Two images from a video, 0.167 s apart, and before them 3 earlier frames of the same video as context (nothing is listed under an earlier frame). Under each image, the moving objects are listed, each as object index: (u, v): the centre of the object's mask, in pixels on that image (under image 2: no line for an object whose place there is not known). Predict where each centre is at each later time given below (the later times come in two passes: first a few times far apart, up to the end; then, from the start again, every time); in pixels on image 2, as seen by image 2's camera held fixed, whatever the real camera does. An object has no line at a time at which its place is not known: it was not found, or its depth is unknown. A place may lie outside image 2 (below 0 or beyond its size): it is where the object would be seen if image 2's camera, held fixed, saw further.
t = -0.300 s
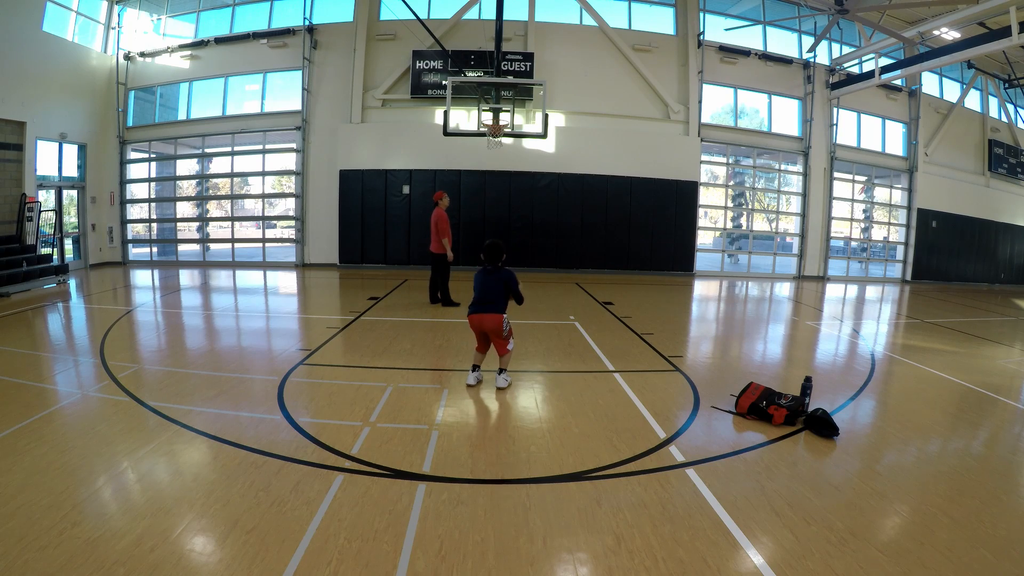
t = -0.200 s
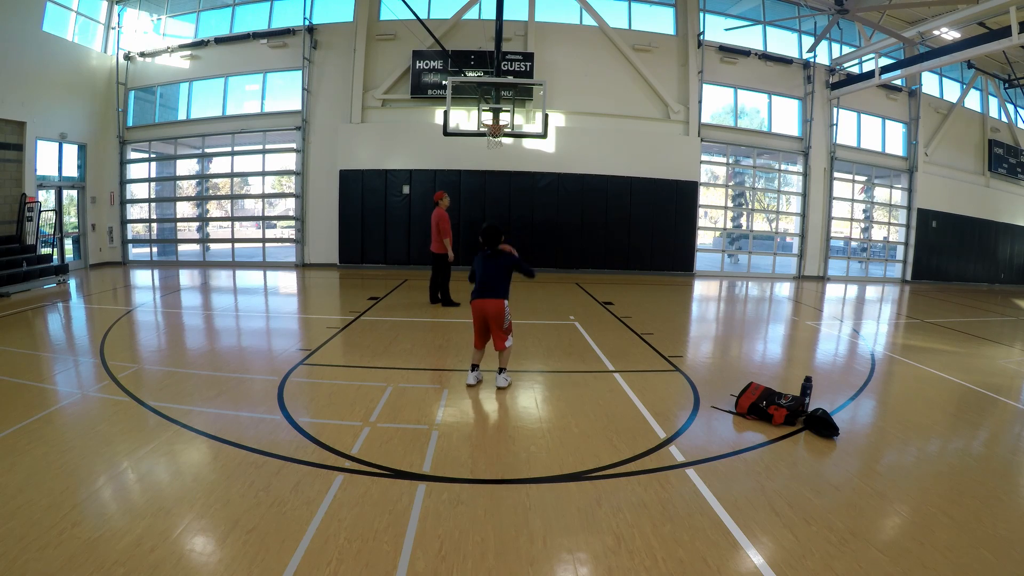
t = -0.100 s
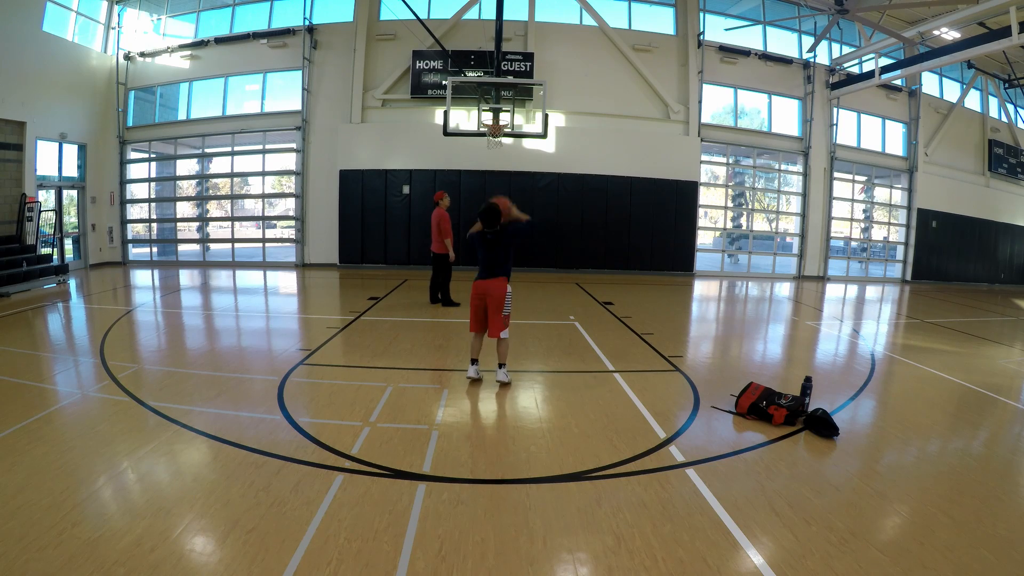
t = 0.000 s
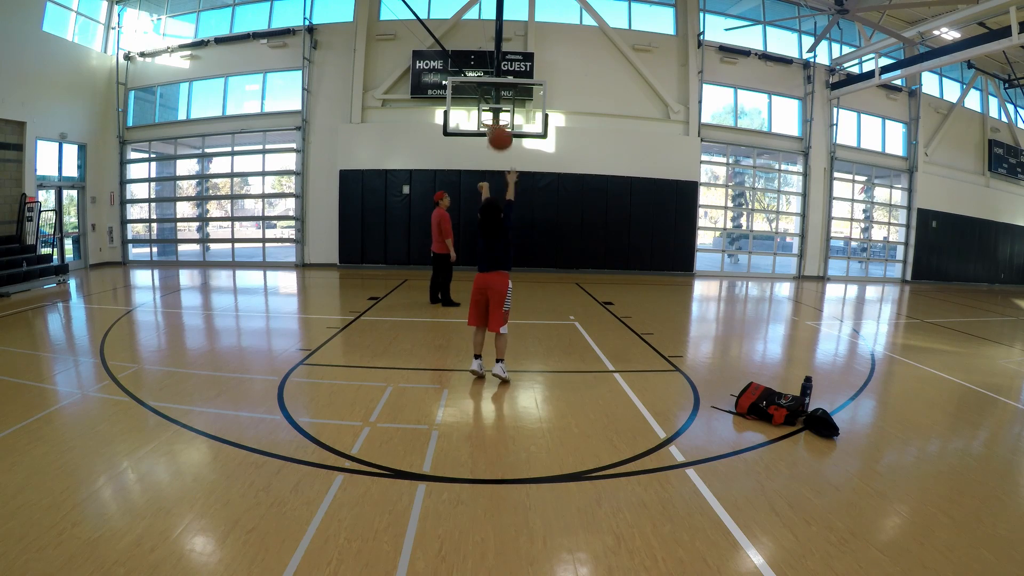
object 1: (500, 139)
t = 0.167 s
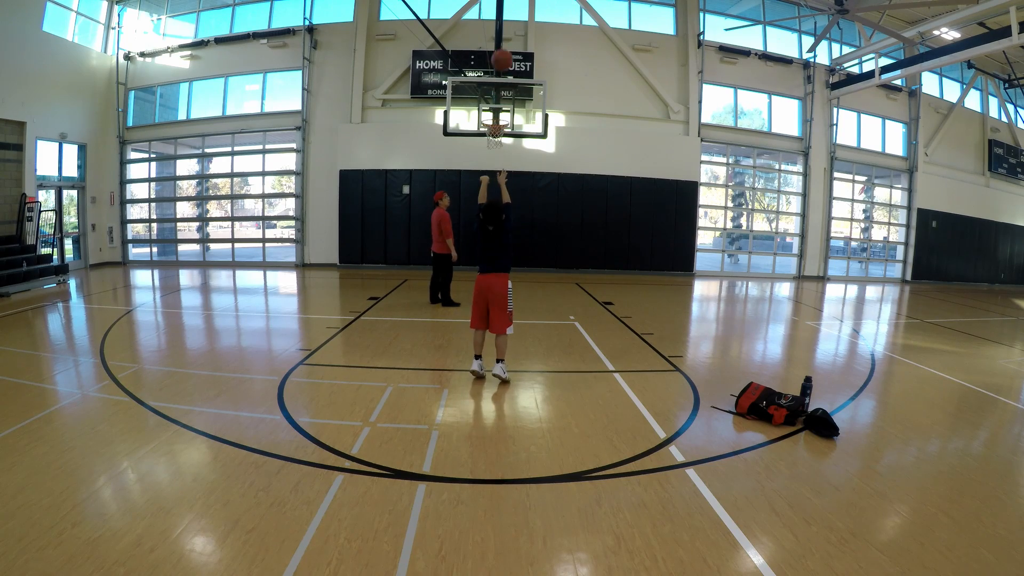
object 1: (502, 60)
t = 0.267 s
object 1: (502, 33)
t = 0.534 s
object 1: (502, 8)
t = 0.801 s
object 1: (500, 31)
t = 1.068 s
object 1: (497, 88)
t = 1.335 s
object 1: (498, 111)
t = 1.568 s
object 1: (501, 135)
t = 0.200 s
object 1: (502, 49)
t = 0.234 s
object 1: (502, 40)
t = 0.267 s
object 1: (502, 33)
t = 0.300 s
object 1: (502, 26)
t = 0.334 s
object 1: (502, 21)
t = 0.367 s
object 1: (502, 16)
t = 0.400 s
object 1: (502, 13)
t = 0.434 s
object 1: (502, 10)
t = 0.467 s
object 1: (502, 9)
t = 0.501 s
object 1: (502, 8)
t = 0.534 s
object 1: (502, 8)
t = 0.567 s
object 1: (502, 8)
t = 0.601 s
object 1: (501, 10)
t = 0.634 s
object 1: (501, 12)
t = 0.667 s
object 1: (501, 14)
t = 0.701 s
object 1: (501, 17)
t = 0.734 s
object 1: (501, 21)
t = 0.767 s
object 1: (500, 25)
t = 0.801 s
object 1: (500, 31)
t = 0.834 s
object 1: (500, 36)
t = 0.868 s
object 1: (499, 41)
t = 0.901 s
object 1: (499, 48)
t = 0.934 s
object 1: (499, 55)
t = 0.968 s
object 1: (498, 62)
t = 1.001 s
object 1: (498, 70)
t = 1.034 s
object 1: (498, 79)
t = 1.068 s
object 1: (497, 88)
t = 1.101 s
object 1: (497, 96)
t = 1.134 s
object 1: (497, 107)
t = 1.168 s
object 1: (496, 115)
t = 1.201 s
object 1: (497, 114)
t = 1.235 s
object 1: (497, 112)
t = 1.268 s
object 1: (497, 111)
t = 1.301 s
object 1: (498, 111)
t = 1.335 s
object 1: (498, 111)
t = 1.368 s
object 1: (499, 112)
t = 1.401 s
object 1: (499, 113)
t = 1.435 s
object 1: (499, 116)
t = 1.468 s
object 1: (500, 119)
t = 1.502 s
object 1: (500, 124)
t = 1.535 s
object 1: (501, 129)
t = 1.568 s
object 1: (501, 135)
